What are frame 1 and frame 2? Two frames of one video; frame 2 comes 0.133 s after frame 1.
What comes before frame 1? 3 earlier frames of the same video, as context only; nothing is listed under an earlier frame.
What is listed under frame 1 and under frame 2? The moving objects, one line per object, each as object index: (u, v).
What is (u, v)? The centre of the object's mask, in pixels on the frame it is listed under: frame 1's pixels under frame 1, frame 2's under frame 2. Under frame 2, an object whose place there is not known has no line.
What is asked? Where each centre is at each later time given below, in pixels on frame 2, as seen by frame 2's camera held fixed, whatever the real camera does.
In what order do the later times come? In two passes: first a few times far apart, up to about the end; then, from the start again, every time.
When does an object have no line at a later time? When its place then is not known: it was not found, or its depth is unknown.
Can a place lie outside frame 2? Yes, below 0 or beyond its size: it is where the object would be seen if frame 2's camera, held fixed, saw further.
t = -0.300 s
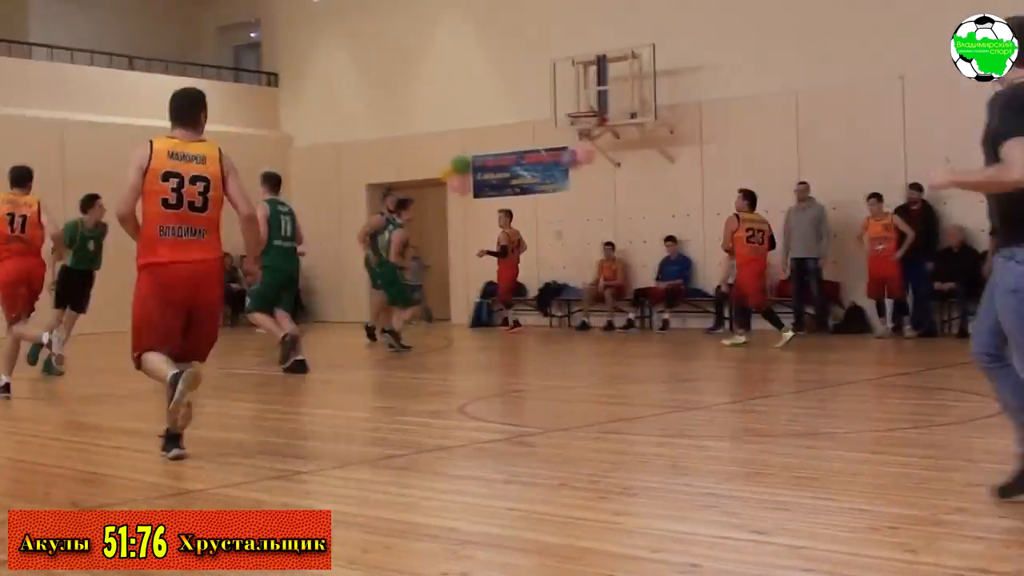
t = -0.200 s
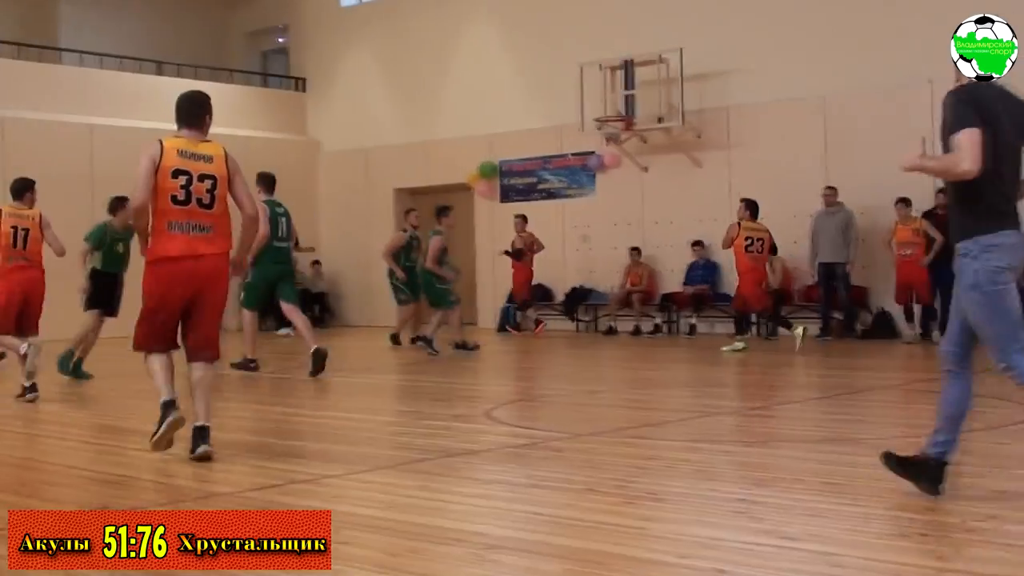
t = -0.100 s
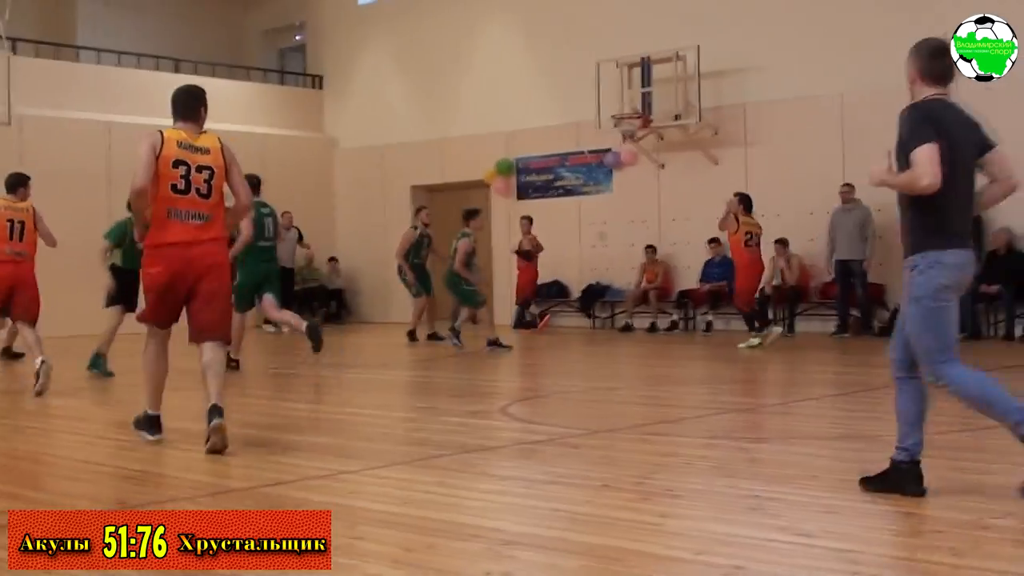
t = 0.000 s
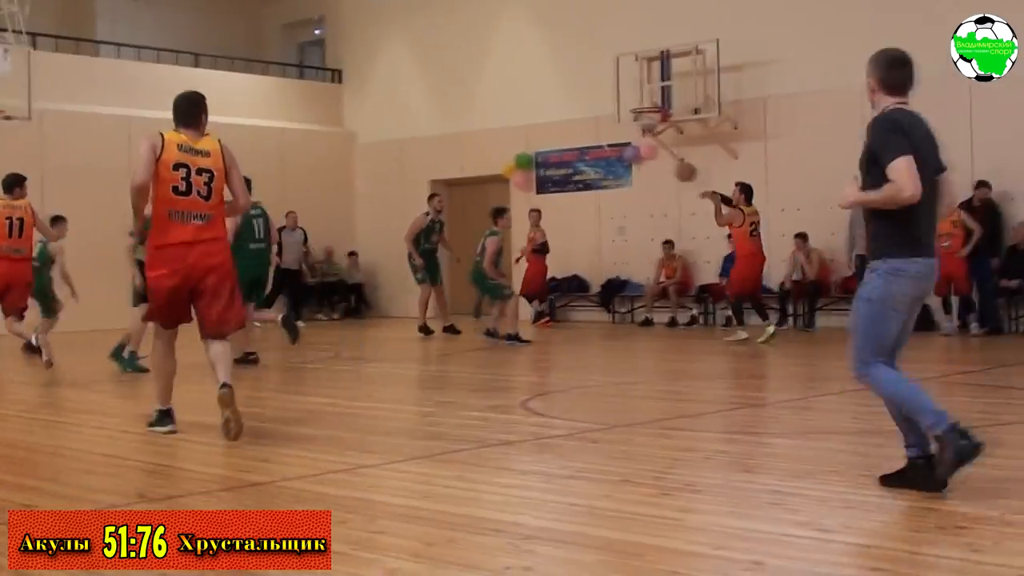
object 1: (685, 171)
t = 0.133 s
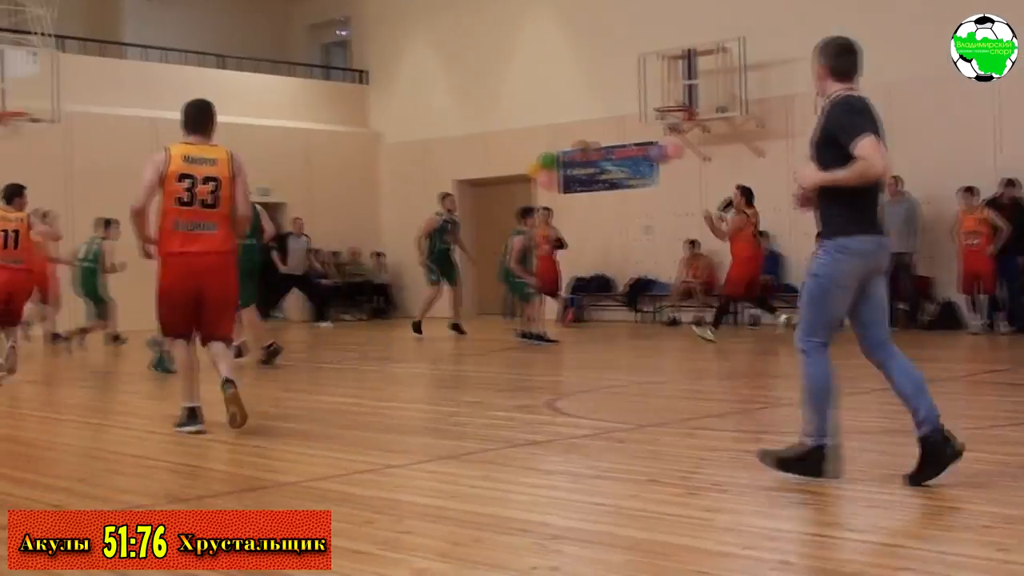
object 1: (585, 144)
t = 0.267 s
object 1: (473, 142)
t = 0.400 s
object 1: (365, 148)
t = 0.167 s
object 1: (558, 145)
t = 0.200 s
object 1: (526, 144)
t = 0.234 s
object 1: (499, 143)
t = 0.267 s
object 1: (473, 142)
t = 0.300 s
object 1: (443, 143)
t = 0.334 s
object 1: (417, 144)
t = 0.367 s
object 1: (395, 146)
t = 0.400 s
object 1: (365, 148)
